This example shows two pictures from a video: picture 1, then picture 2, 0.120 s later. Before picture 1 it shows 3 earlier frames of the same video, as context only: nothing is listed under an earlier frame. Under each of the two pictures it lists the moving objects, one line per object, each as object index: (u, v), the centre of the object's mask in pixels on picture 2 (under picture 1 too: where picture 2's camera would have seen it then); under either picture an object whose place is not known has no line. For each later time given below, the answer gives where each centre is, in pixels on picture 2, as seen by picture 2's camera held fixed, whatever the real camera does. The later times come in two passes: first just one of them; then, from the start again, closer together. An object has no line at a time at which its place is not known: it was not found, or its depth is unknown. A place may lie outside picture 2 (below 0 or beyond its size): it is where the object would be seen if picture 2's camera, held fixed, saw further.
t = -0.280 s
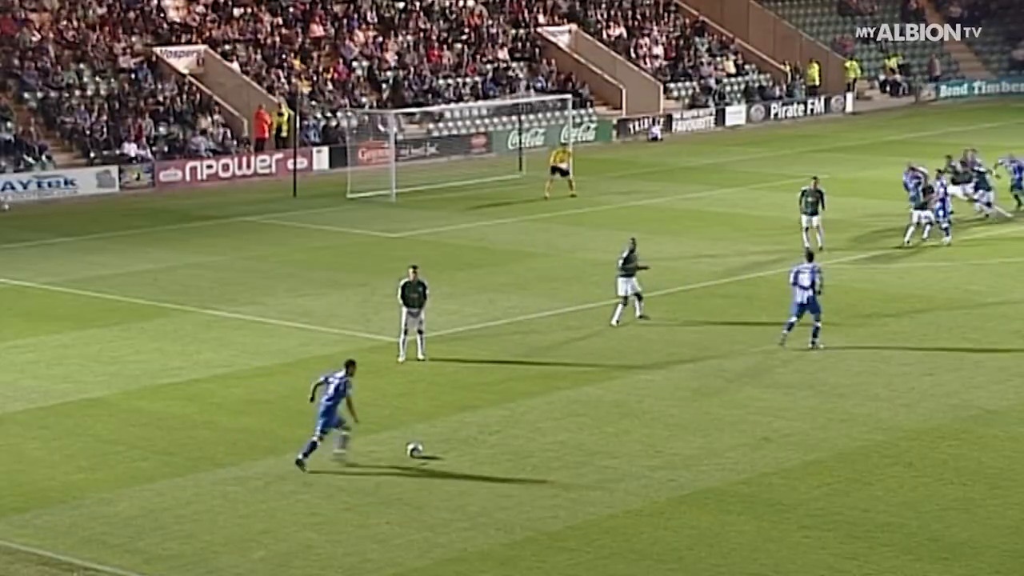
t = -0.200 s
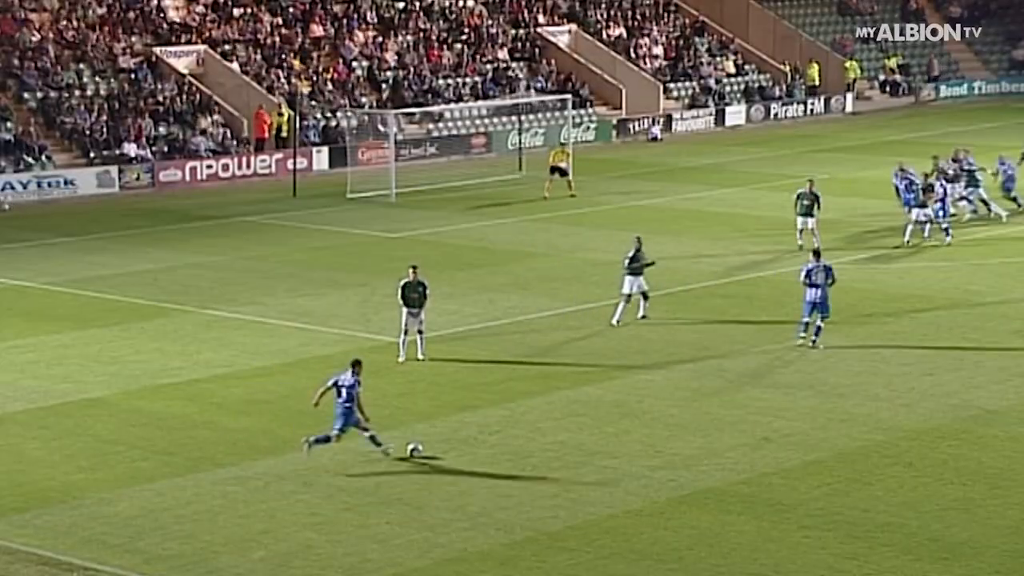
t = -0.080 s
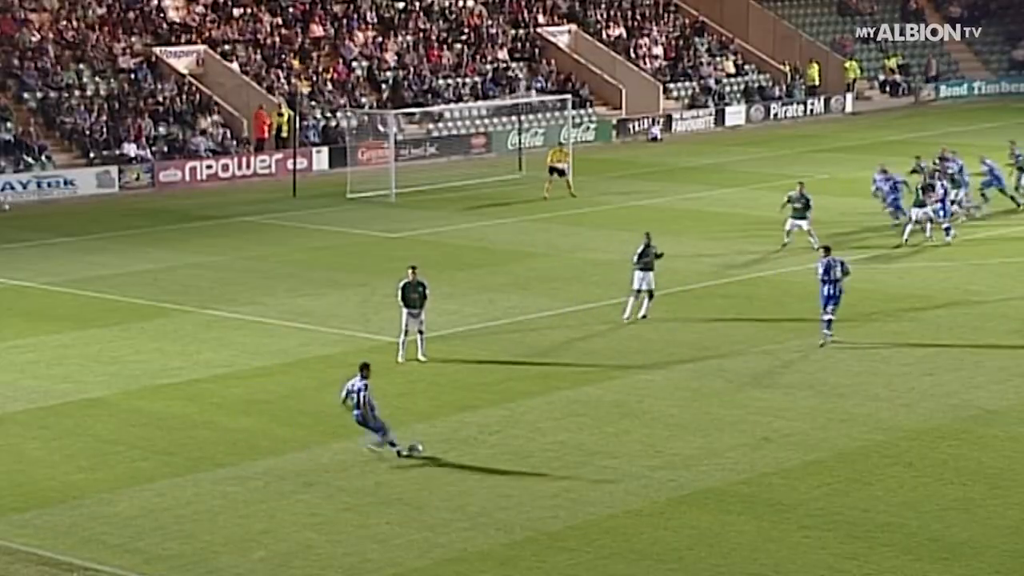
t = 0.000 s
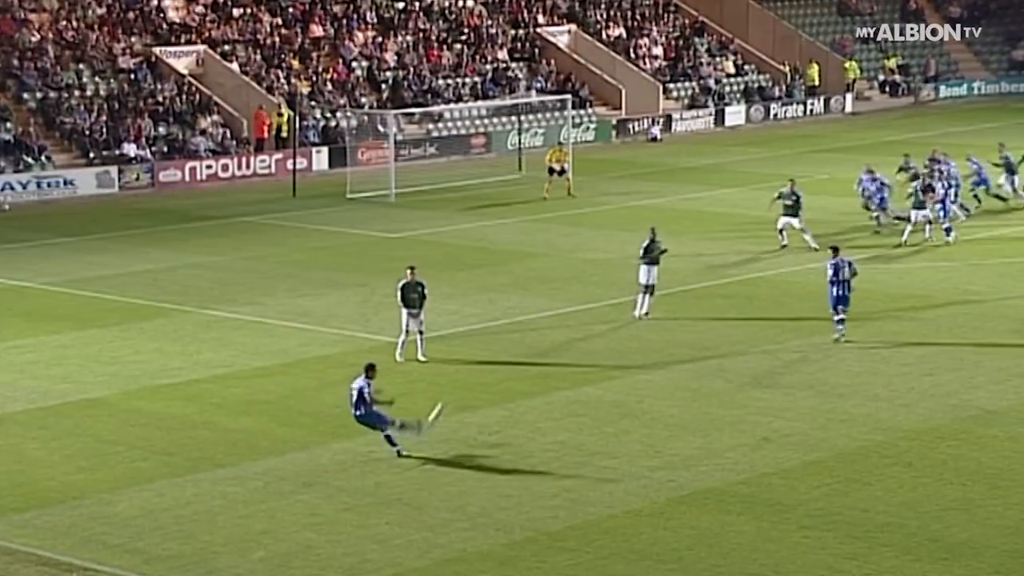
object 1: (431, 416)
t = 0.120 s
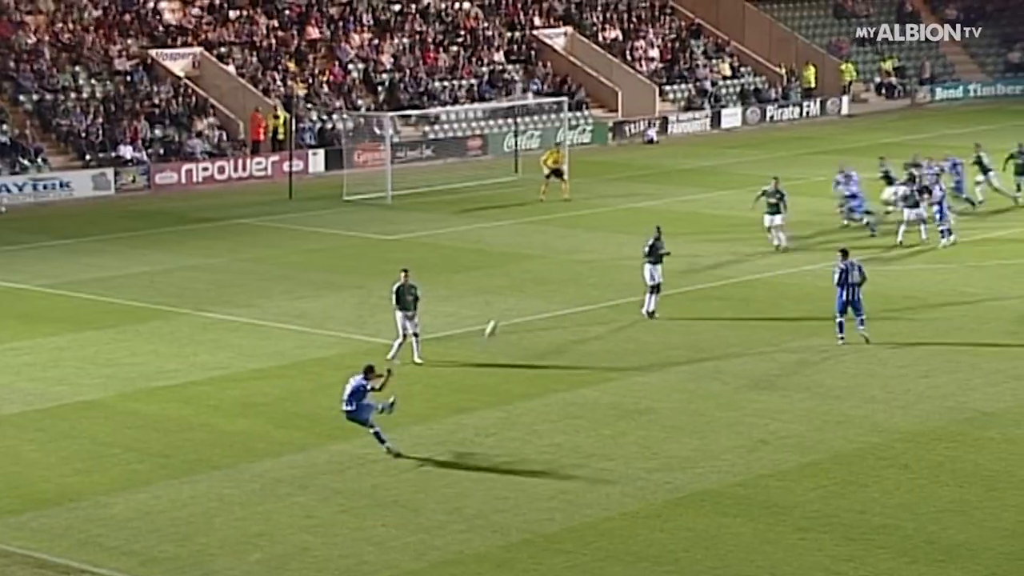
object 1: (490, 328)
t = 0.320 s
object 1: (551, 235)
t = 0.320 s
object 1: (551, 235)
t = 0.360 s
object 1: (558, 223)
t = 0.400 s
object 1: (565, 214)
